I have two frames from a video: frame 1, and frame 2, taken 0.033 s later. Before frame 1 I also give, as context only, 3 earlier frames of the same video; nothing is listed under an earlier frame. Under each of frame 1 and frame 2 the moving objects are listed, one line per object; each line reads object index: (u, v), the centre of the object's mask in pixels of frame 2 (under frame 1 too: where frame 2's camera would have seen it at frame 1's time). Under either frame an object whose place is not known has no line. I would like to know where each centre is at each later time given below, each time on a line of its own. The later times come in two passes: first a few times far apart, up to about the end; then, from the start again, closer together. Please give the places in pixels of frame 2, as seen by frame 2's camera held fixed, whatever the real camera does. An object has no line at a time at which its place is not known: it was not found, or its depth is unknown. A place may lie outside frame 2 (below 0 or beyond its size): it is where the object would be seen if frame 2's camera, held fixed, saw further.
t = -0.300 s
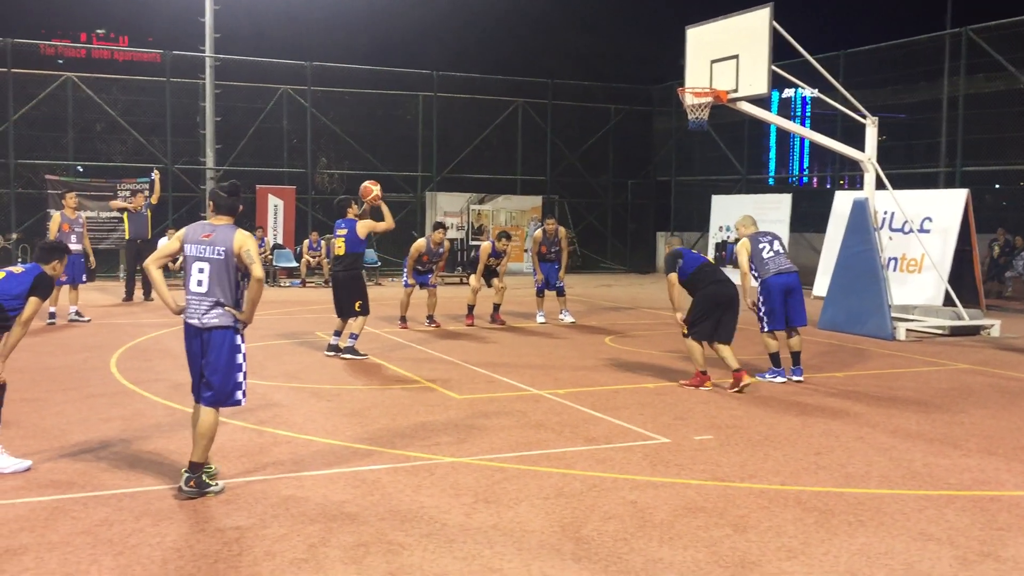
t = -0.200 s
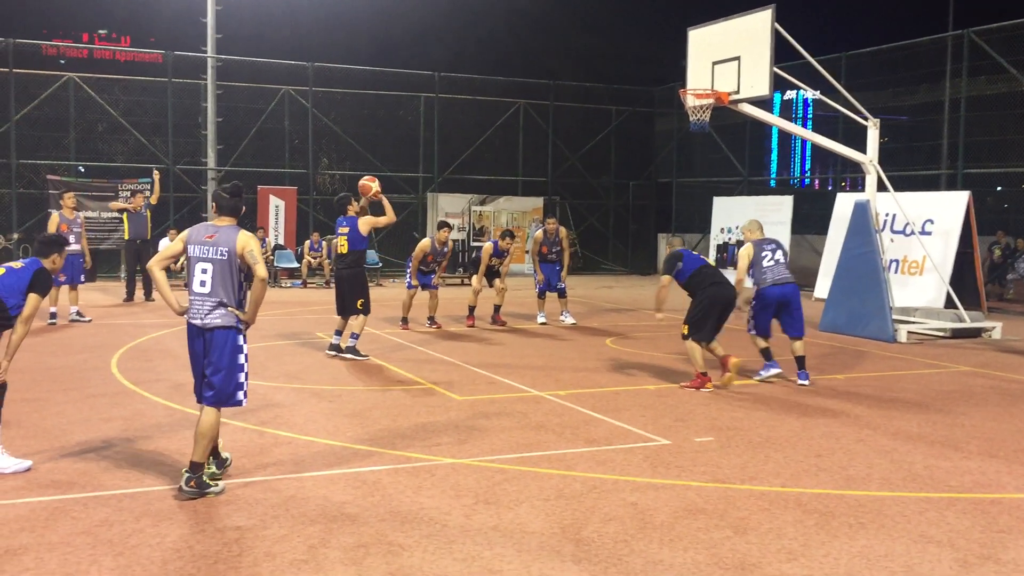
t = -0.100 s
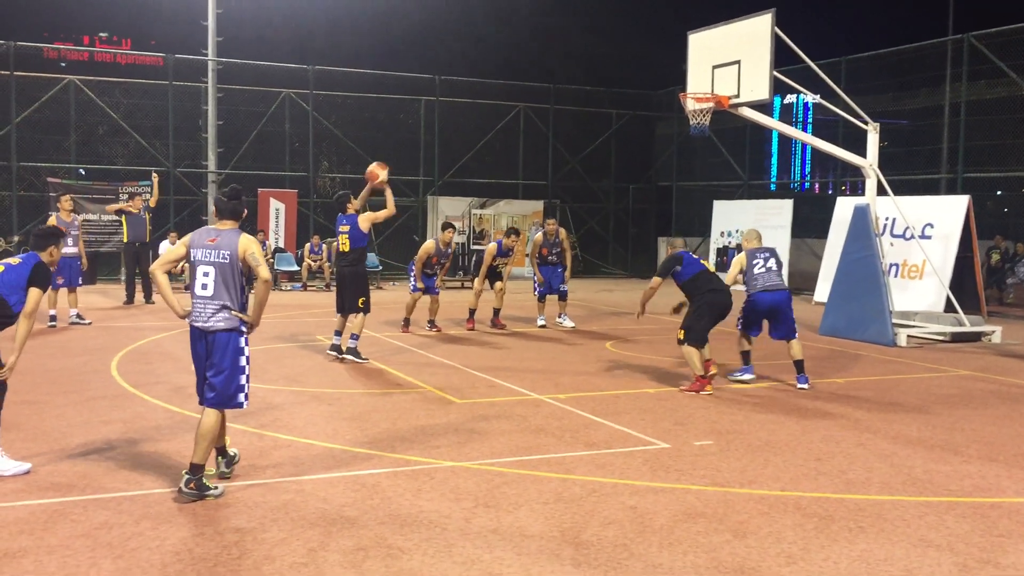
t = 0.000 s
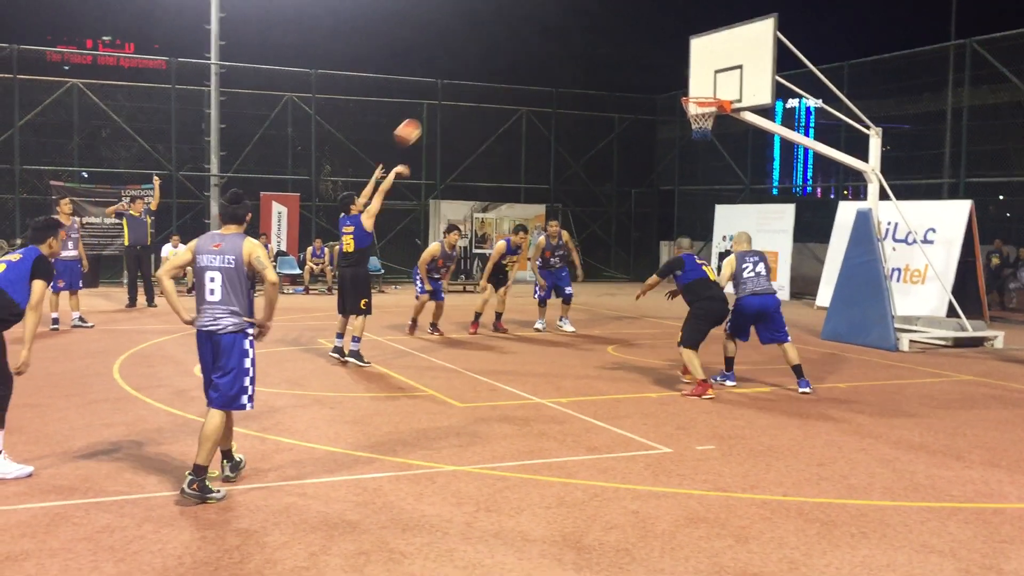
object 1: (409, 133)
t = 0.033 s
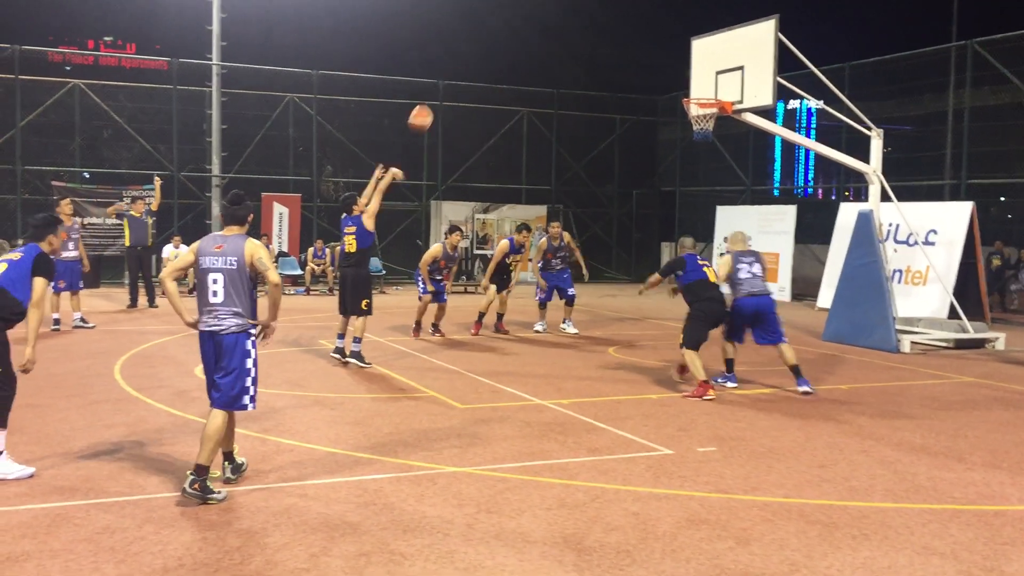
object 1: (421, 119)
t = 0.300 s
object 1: (510, 39)
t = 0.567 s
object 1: (591, 24)
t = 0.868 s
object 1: (674, 78)
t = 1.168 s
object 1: (718, 78)
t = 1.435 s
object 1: (722, 67)
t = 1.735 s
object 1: (715, 78)
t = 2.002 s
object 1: (703, 85)
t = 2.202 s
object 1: (693, 119)
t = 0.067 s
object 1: (432, 104)
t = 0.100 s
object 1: (444, 91)
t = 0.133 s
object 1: (455, 80)
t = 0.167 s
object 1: (466, 70)
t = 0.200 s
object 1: (478, 61)
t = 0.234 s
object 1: (489, 52)
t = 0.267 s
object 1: (499, 45)
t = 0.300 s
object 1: (510, 39)
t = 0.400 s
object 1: (541, 25)
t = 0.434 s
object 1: (551, 23)
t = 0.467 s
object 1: (561, 22)
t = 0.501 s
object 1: (571, 21)
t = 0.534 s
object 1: (581, 22)
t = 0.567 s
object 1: (591, 24)
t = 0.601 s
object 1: (601, 25)
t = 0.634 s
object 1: (611, 29)
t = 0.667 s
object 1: (620, 34)
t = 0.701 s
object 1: (629, 39)
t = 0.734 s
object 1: (638, 45)
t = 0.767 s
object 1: (647, 52)
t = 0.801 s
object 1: (657, 59)
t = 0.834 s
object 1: (665, 68)
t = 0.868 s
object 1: (674, 78)
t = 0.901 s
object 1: (682, 87)
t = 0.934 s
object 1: (688, 90)
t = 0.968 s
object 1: (694, 89)
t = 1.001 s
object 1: (701, 90)
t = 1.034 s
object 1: (707, 90)
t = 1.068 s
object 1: (712, 91)
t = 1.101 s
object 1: (715, 88)
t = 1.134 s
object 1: (716, 83)
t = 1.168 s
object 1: (718, 78)
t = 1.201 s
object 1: (719, 75)
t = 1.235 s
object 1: (721, 72)
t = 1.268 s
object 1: (723, 70)
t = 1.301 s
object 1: (724, 69)
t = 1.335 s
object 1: (724, 67)
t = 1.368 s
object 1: (723, 66)
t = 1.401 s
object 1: (723, 66)
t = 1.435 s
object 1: (722, 67)
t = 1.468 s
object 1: (722, 69)
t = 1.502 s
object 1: (722, 71)
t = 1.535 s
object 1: (721, 75)
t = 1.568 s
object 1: (720, 79)
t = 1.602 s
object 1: (719, 85)
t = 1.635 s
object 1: (719, 90)
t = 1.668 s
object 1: (718, 86)
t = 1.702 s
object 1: (716, 81)
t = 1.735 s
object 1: (715, 78)
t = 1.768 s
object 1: (714, 76)
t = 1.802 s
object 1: (712, 74)
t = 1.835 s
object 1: (711, 74)
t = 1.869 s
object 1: (709, 75)
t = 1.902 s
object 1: (708, 76)
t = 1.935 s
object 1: (707, 78)
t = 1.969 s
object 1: (706, 81)
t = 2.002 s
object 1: (703, 85)
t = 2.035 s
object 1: (701, 90)
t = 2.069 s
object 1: (699, 95)
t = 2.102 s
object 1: (697, 104)
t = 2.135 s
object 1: (695, 110)
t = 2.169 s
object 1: (694, 116)
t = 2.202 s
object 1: (693, 119)
